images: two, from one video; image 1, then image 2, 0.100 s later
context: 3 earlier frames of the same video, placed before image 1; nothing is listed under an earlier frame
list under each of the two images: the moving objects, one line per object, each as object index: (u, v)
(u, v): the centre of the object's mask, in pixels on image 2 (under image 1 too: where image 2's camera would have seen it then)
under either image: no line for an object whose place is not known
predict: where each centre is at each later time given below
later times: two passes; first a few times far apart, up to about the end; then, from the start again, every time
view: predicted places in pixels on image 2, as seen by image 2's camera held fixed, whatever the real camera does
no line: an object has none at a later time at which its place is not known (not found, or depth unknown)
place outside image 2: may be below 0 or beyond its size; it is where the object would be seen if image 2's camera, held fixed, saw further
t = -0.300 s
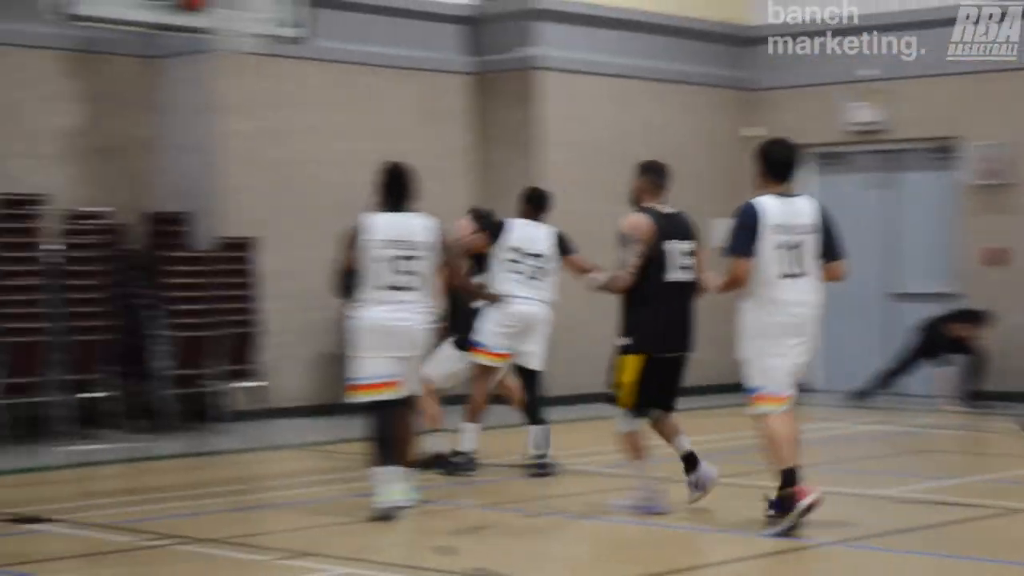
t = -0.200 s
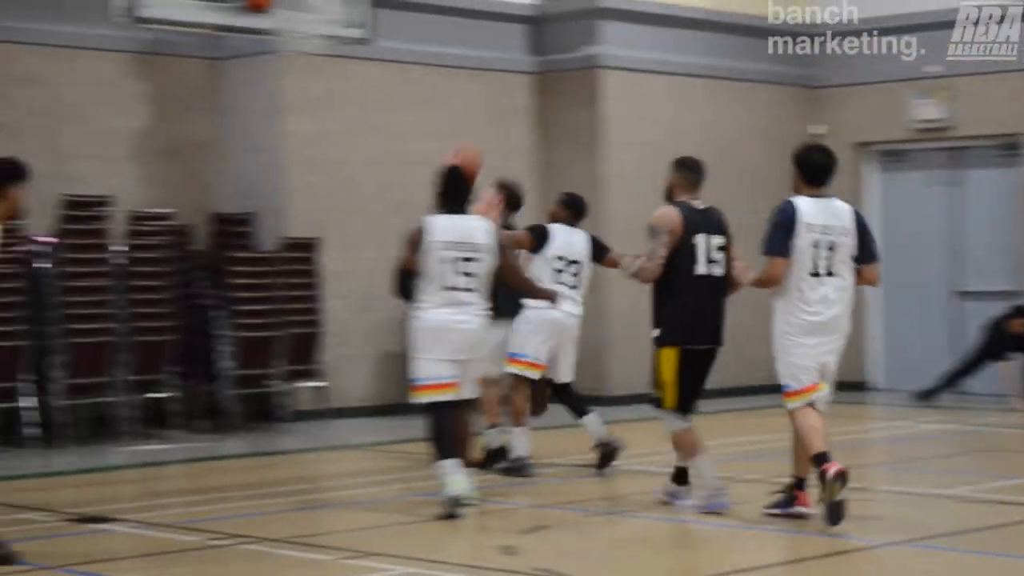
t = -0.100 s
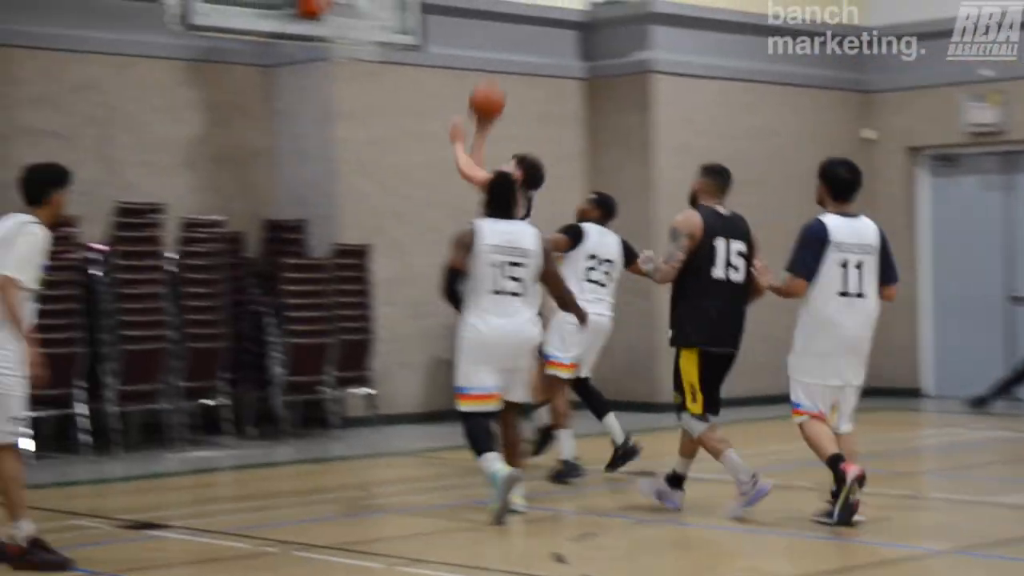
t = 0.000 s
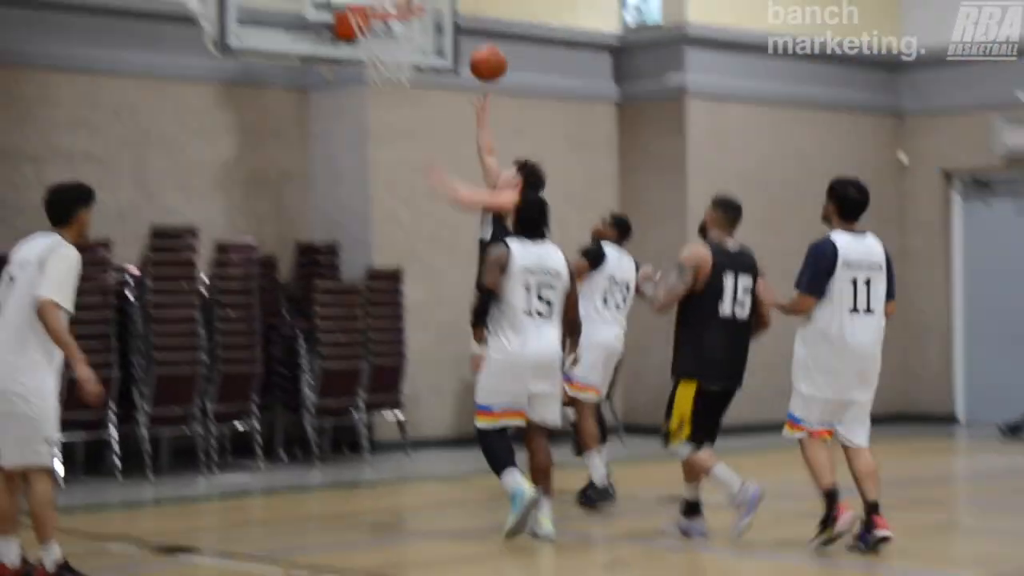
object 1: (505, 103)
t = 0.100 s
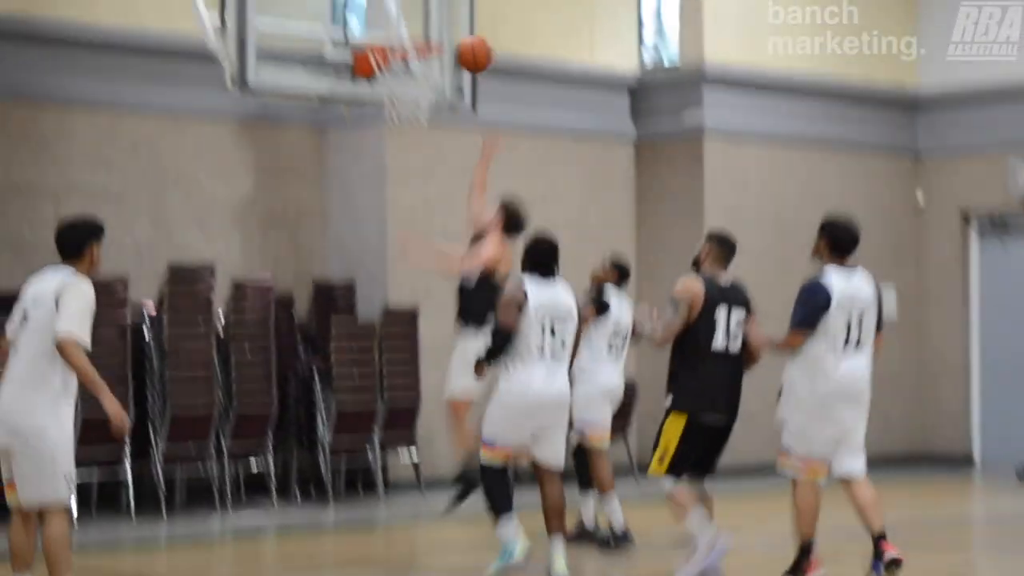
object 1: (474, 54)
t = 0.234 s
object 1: (431, 14)
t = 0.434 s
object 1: (414, 10)
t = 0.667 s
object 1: (404, 35)
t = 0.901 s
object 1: (397, 90)
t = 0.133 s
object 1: (464, 40)
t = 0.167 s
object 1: (453, 29)
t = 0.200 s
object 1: (442, 21)
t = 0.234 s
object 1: (431, 14)
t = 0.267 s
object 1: (420, 8)
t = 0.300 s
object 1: (414, 5)
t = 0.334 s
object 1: (414, 4)
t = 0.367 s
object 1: (414, 4)
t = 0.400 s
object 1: (414, 6)
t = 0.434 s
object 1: (414, 10)
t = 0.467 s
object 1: (414, 16)
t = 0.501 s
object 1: (414, 23)
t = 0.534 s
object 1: (413, 29)
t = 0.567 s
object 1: (411, 31)
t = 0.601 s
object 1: (409, 32)
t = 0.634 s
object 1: (406, 33)
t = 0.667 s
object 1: (404, 35)
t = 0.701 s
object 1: (406, 50)
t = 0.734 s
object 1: (399, 64)
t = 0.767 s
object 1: (396, 71)
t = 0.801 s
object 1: (395, 78)
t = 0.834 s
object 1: (396, 86)
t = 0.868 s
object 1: (396, 88)
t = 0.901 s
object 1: (397, 90)
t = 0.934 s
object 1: (399, 95)
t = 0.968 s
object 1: (401, 102)
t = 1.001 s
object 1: (402, 109)
